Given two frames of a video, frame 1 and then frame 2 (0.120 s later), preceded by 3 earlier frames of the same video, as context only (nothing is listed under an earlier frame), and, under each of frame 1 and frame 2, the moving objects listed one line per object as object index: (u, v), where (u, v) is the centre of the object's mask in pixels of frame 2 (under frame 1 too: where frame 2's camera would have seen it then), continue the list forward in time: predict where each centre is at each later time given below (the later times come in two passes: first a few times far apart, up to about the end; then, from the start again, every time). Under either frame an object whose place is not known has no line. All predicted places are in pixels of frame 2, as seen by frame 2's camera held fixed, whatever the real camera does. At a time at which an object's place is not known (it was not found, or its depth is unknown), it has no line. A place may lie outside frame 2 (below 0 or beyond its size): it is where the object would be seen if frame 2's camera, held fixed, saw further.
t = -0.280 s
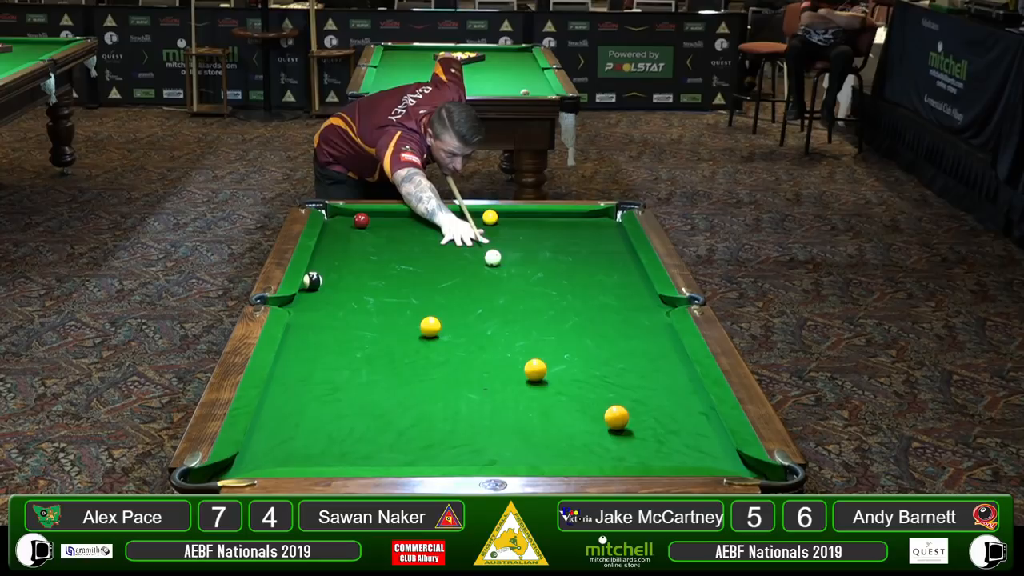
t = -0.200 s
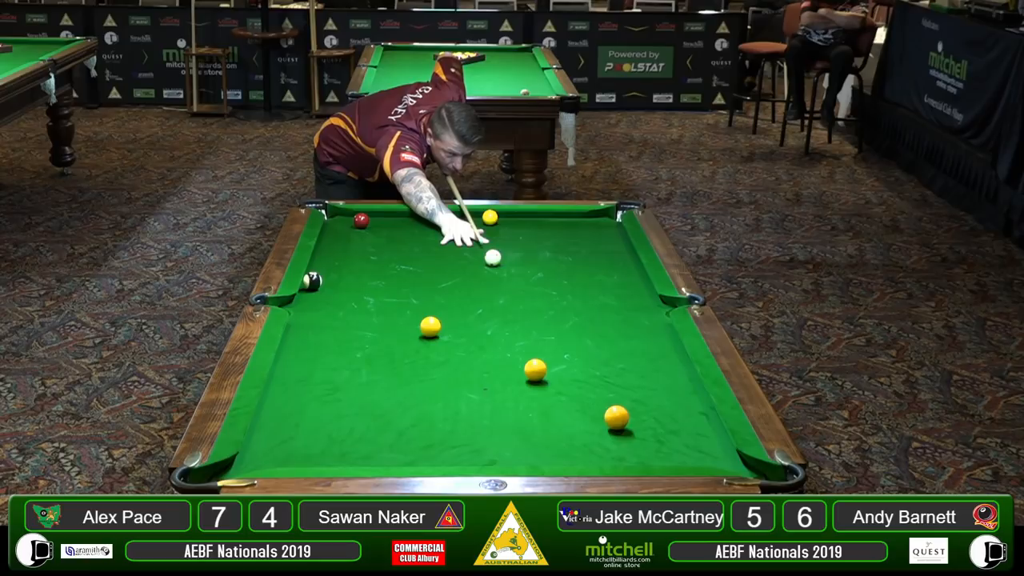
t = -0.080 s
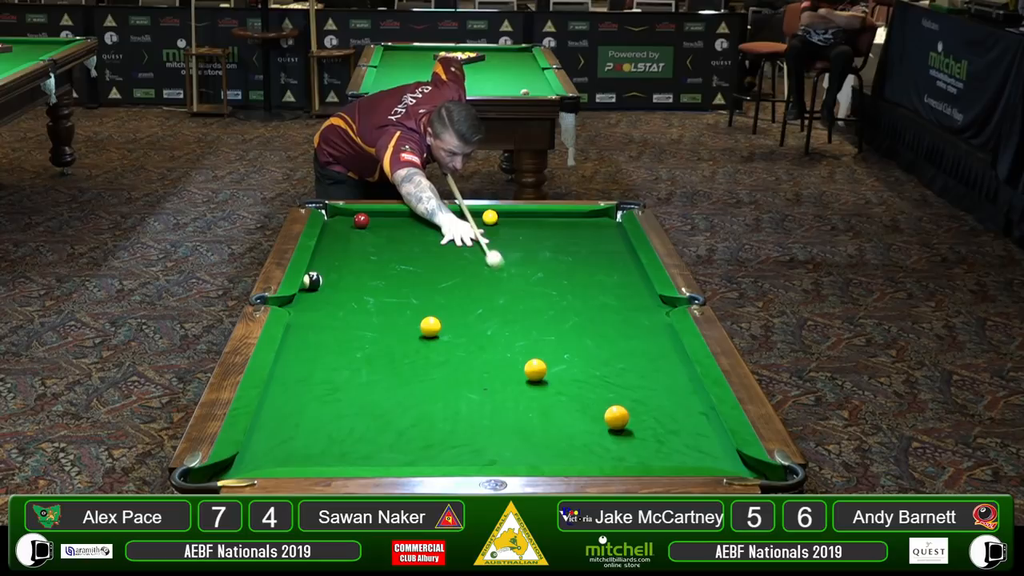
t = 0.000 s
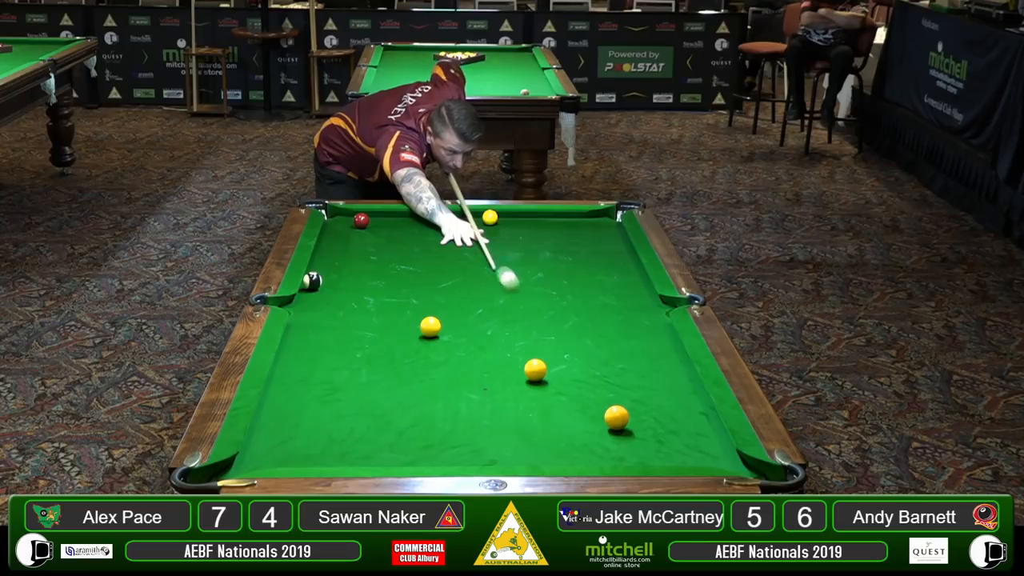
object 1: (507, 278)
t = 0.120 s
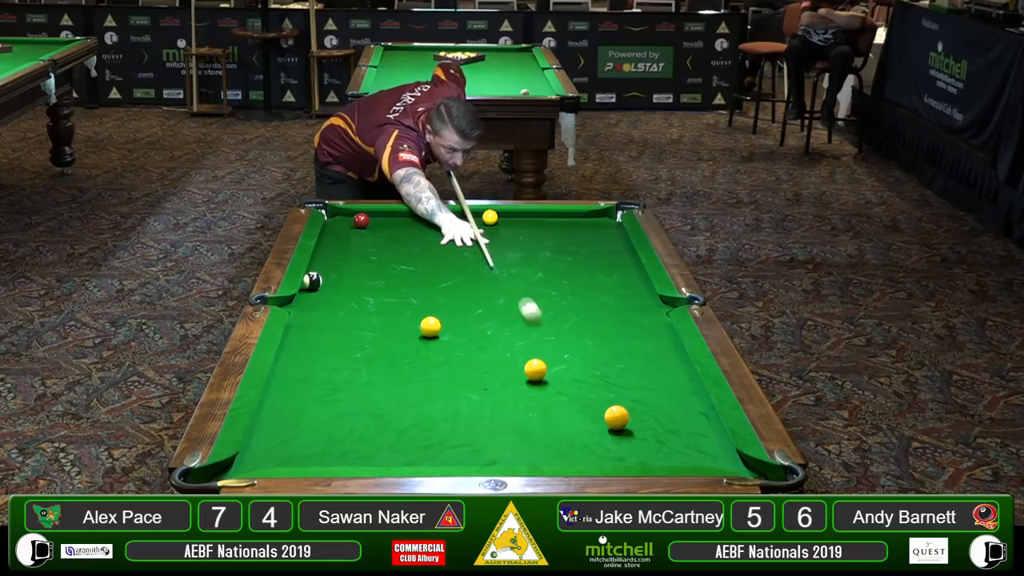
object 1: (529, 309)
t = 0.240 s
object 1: (551, 341)
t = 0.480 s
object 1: (592, 401)
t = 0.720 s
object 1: (556, 437)
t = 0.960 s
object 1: (507, 459)
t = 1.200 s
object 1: (461, 438)
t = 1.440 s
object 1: (419, 417)
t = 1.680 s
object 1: (381, 399)
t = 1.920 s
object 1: (347, 382)
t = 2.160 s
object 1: (316, 368)
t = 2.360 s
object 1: (293, 357)
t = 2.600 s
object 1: (301, 347)
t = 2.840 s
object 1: (320, 339)
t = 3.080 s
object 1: (336, 332)
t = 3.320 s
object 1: (350, 326)
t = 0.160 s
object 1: (537, 320)
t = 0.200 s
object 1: (544, 330)
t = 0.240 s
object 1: (551, 341)
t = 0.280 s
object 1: (558, 351)
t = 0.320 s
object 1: (565, 361)
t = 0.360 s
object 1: (572, 370)
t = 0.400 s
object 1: (578, 380)
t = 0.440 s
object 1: (585, 391)
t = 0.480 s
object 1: (592, 401)
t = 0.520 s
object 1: (595, 410)
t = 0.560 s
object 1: (588, 415)
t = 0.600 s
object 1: (578, 420)
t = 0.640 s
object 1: (571, 425)
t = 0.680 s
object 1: (563, 431)
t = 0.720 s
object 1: (556, 437)
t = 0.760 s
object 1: (549, 442)
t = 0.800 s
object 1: (541, 447)
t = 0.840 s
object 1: (533, 452)
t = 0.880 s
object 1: (525, 456)
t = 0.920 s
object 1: (517, 460)
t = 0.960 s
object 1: (507, 459)
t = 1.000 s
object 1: (499, 456)
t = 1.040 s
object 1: (492, 453)
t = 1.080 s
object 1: (484, 450)
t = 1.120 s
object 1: (476, 446)
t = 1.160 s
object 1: (468, 443)
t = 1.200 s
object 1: (461, 438)
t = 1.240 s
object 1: (453, 434)
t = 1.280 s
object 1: (447, 431)
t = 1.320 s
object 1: (439, 427)
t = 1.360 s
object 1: (433, 424)
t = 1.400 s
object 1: (426, 421)
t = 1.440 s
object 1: (419, 417)
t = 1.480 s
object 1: (412, 414)
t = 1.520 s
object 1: (406, 411)
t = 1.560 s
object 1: (400, 407)
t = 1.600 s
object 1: (393, 405)
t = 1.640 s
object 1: (387, 402)
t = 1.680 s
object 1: (381, 399)
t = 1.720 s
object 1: (375, 396)
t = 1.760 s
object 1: (369, 393)
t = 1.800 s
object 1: (364, 390)
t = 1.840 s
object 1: (358, 388)
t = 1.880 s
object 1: (352, 385)
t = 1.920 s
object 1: (347, 382)
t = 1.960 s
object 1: (341, 380)
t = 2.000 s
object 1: (336, 377)
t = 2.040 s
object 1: (331, 375)
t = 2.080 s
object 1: (326, 372)
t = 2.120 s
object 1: (321, 370)
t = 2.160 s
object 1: (316, 368)
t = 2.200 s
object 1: (311, 365)
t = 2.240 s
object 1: (306, 363)
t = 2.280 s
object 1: (302, 361)
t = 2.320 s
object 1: (297, 359)
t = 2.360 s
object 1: (293, 357)
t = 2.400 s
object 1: (288, 355)
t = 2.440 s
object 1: (287, 353)
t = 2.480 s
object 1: (291, 351)
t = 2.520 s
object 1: (294, 350)
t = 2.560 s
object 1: (297, 348)
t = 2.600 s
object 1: (301, 347)
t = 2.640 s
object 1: (304, 345)
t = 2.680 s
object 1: (307, 344)
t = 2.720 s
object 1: (310, 343)
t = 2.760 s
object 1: (314, 341)
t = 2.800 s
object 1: (317, 340)
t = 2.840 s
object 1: (320, 339)
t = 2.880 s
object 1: (322, 338)
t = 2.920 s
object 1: (325, 336)
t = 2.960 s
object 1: (328, 335)
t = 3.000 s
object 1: (331, 334)
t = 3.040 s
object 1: (333, 333)
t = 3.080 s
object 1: (336, 332)
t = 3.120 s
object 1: (338, 331)
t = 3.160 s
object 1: (341, 330)
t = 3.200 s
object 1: (343, 329)
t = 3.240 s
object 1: (345, 328)
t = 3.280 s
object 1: (347, 327)
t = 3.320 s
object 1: (350, 326)
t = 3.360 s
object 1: (352, 325)
